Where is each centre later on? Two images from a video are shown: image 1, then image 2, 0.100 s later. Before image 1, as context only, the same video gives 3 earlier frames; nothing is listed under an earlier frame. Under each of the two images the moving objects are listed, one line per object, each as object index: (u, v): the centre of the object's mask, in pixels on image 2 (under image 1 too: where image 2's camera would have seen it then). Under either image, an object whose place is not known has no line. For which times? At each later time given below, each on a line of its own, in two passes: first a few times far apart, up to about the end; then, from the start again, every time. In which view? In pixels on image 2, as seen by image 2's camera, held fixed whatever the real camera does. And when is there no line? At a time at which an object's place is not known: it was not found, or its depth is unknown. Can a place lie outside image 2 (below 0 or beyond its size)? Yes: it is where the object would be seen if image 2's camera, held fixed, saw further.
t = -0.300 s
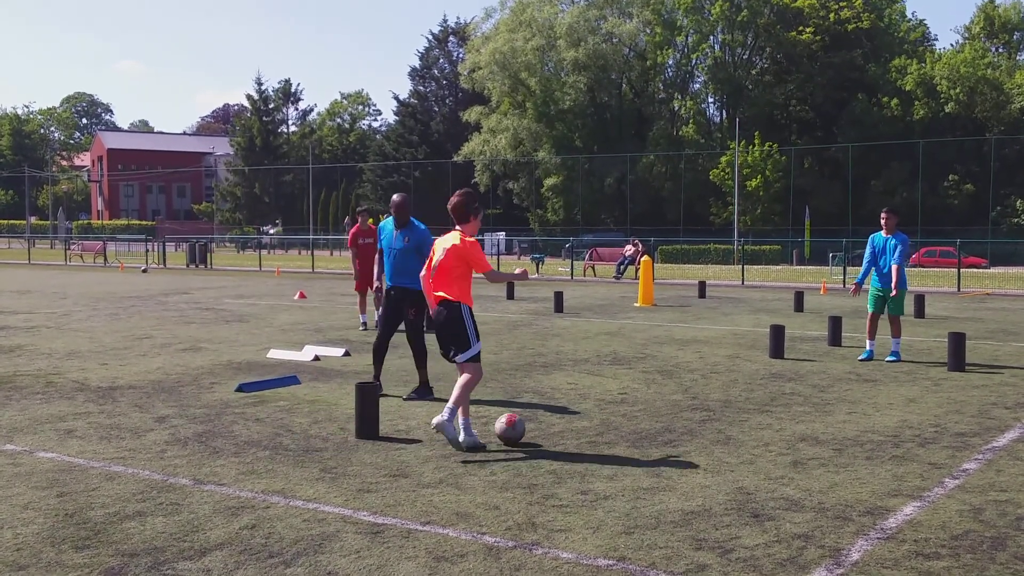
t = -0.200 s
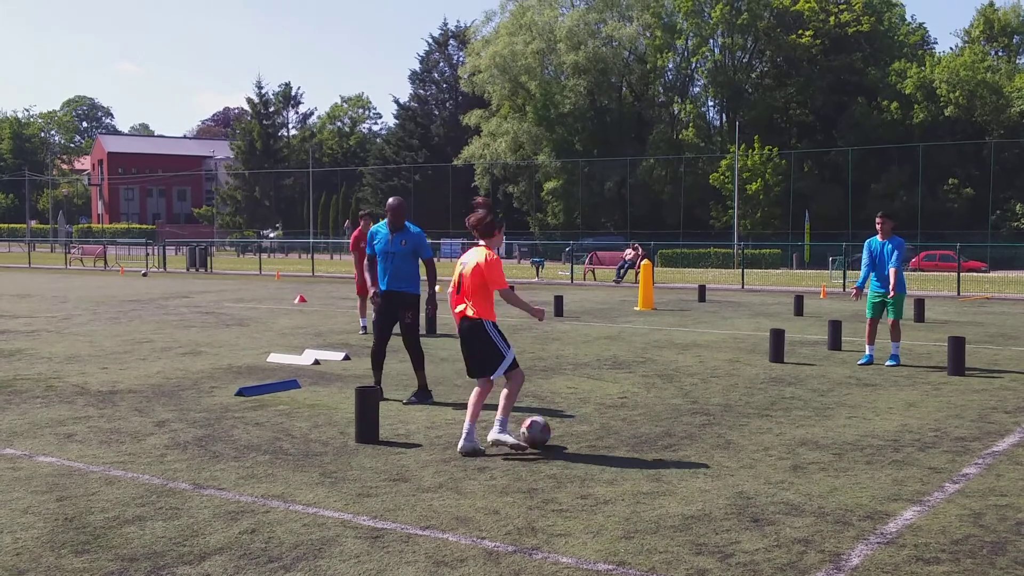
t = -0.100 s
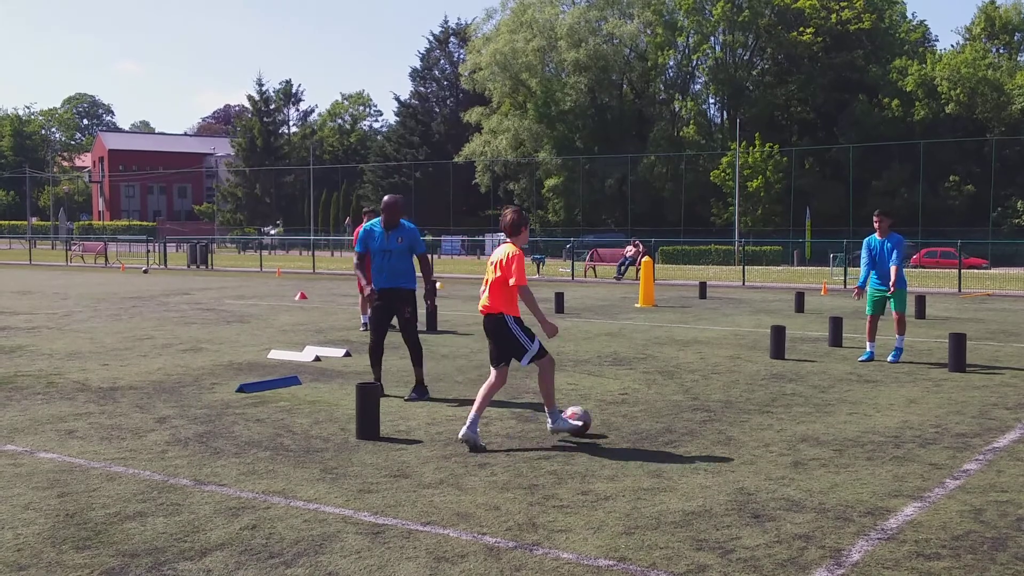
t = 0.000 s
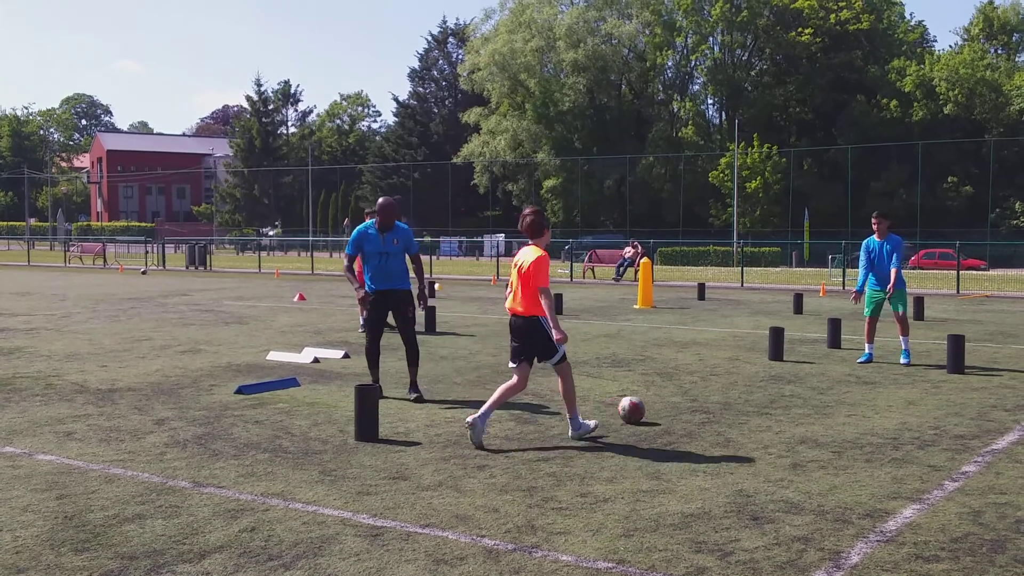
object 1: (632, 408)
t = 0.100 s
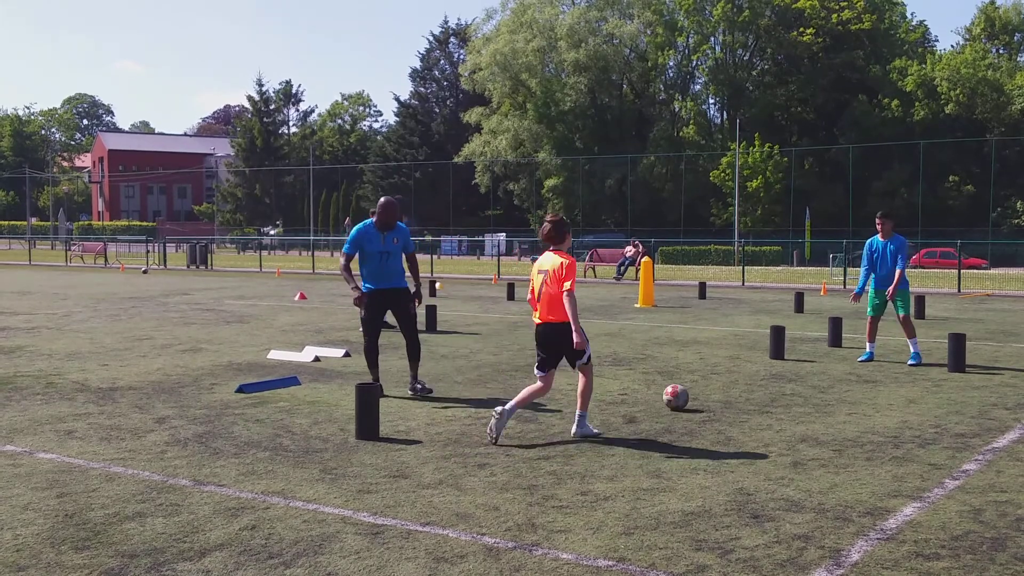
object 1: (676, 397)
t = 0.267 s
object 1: (731, 383)
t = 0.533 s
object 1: (795, 366)
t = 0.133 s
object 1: (688, 394)
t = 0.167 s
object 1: (700, 389)
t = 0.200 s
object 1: (711, 386)
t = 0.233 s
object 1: (721, 384)
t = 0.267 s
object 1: (731, 383)
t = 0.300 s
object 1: (740, 381)
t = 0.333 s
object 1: (749, 378)
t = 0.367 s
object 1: (757, 375)
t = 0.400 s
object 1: (765, 374)
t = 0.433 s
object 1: (773, 374)
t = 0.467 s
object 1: (780, 372)
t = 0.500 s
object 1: (788, 368)
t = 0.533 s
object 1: (795, 366)
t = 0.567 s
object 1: (802, 366)
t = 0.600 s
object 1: (809, 365)
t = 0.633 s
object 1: (816, 363)
